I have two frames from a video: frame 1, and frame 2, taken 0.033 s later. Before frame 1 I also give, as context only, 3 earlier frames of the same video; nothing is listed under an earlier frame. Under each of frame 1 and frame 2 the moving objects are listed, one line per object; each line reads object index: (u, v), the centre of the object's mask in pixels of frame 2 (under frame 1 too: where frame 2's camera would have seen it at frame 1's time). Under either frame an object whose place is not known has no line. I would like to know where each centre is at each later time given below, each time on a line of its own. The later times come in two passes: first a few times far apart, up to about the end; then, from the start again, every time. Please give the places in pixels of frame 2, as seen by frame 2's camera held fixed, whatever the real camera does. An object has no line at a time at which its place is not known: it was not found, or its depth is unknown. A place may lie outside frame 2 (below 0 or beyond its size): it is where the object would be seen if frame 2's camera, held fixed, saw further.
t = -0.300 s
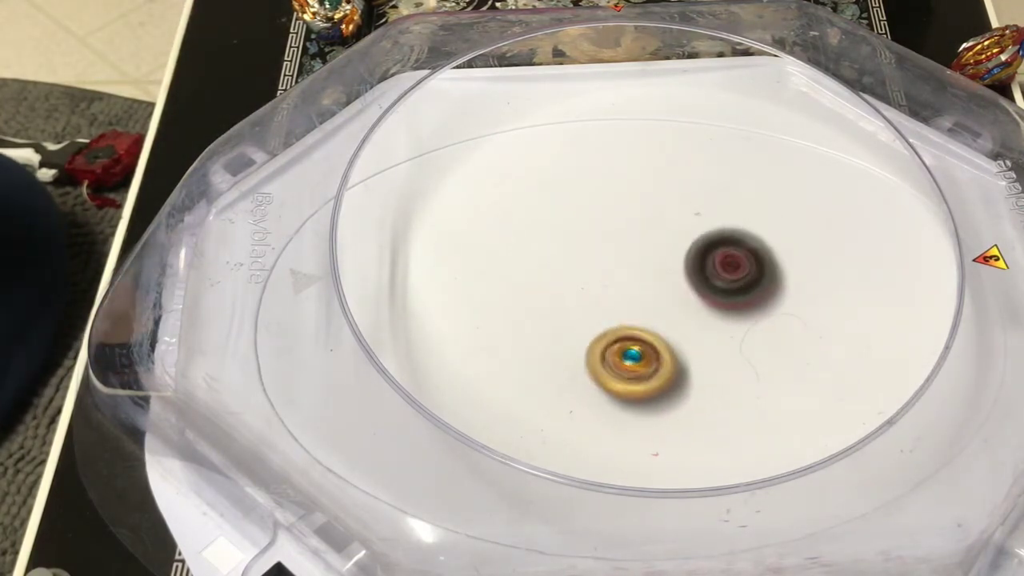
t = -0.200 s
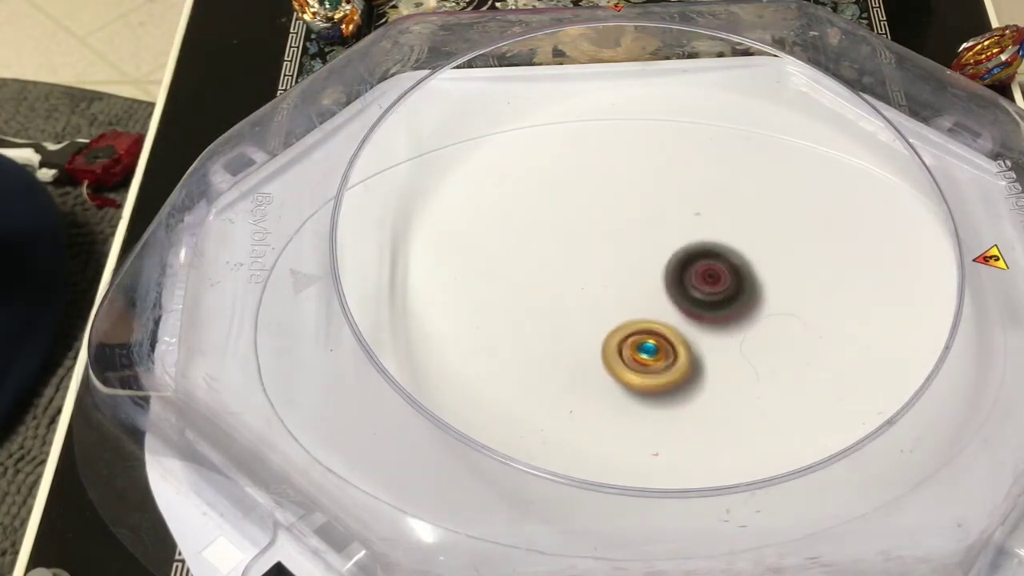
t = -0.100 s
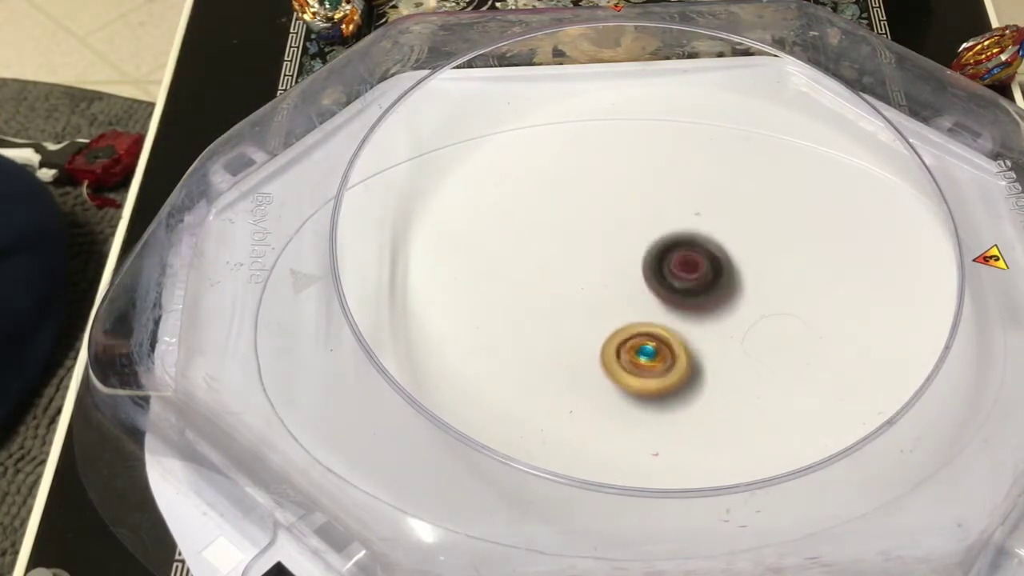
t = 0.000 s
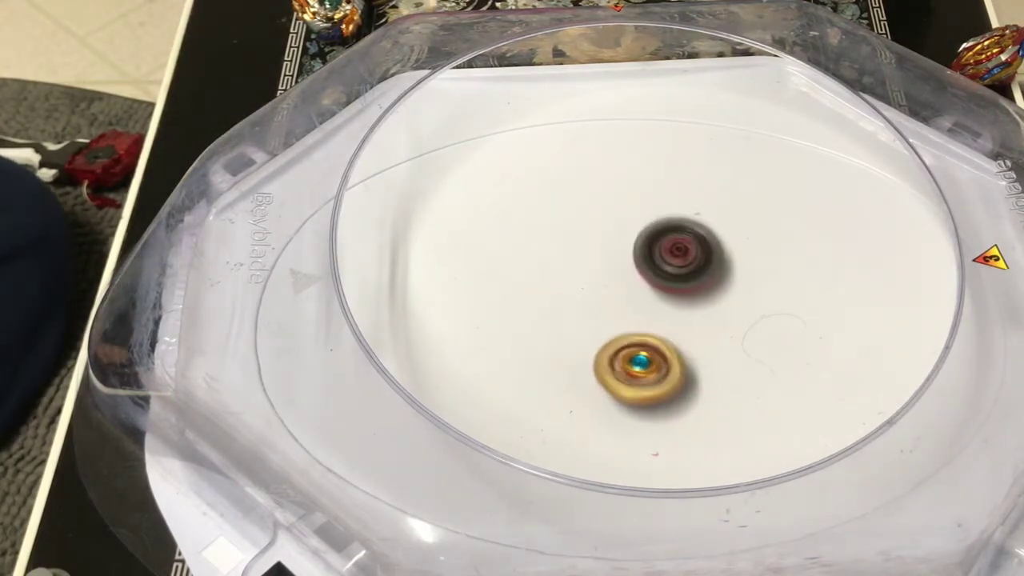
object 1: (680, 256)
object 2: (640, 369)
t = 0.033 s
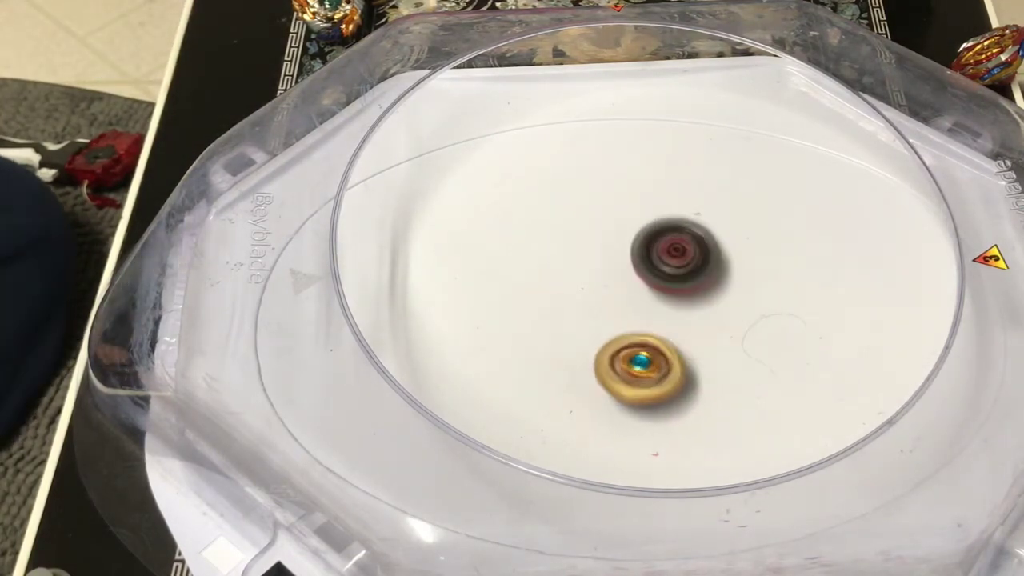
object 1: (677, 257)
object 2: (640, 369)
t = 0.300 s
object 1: (664, 278)
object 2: (636, 350)
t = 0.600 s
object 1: (664, 283)
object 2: (599, 343)
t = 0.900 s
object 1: (657, 297)
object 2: (573, 327)
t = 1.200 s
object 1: (675, 306)
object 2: (539, 311)
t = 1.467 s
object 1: (680, 321)
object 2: (558, 294)
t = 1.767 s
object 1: (684, 339)
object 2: (601, 275)
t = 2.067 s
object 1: (679, 337)
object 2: (611, 268)
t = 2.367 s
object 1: (679, 340)
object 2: (618, 277)
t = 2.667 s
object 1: (683, 358)
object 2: (625, 261)
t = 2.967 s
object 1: (676, 356)
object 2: (592, 251)
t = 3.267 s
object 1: (721, 346)
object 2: (566, 276)
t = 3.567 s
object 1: (734, 332)
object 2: (563, 300)
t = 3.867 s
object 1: (731, 309)
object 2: (609, 330)
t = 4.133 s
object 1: (776, 276)
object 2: (574, 347)
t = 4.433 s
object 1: (753, 271)
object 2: (601, 332)
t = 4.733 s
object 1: (721, 276)
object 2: (598, 301)
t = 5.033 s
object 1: (703, 298)
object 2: (568, 299)
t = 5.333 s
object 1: (682, 322)
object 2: (574, 302)
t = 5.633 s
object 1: (679, 340)
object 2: (588, 310)
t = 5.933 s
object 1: (693, 342)
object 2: (598, 296)
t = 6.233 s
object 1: (721, 336)
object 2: (600, 267)
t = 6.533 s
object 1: (741, 322)
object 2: (559, 242)
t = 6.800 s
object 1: (718, 300)
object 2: (561, 263)
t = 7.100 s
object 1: (704, 280)
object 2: (592, 324)
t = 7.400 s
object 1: (689, 286)
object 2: (582, 363)
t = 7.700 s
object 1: (652, 302)
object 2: (589, 354)
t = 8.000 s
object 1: (655, 292)
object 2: (566, 345)
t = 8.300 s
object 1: (668, 290)
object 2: (584, 316)
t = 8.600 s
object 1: (712, 284)
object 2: (564, 298)
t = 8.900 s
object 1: (728, 288)
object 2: (610, 290)
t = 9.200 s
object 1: (749, 298)
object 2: (608, 294)
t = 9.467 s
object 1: (741, 308)
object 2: (606, 308)
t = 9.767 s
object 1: (722, 313)
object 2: (609, 328)
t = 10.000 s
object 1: (726, 319)
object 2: (588, 341)
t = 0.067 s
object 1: (675, 259)
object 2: (641, 368)
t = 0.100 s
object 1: (673, 262)
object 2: (642, 366)
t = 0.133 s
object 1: (671, 266)
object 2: (643, 363)
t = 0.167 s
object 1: (669, 271)
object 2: (644, 359)
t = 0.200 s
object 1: (667, 275)
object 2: (644, 355)
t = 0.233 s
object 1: (665, 280)
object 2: (644, 351)
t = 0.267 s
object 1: (665, 280)
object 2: (641, 349)
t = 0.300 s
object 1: (664, 278)
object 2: (636, 350)
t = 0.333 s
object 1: (663, 274)
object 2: (630, 352)
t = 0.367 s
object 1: (664, 274)
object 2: (626, 352)
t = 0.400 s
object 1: (663, 274)
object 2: (622, 351)
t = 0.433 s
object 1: (663, 275)
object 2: (619, 350)
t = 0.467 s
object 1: (662, 277)
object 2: (616, 348)
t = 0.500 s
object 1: (661, 281)
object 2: (612, 345)
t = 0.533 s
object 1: (660, 284)
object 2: (610, 343)
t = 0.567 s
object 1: (662, 284)
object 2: (605, 343)
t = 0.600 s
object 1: (664, 283)
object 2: (599, 343)
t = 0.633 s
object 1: (665, 283)
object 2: (594, 343)
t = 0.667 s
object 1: (665, 284)
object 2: (590, 342)
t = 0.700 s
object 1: (665, 285)
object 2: (585, 341)
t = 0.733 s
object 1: (665, 287)
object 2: (582, 339)
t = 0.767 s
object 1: (664, 289)
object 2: (580, 337)
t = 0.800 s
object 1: (662, 291)
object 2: (577, 335)
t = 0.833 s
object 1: (661, 293)
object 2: (576, 332)
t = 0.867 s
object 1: (659, 295)
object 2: (575, 330)
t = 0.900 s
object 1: (657, 297)
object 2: (573, 327)
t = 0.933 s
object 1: (659, 298)
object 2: (570, 325)
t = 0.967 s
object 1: (663, 298)
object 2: (563, 323)
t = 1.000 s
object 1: (666, 298)
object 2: (556, 322)
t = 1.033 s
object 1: (668, 299)
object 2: (551, 320)
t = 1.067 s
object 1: (670, 300)
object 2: (547, 319)
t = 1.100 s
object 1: (671, 302)
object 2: (544, 317)
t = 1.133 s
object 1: (673, 303)
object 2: (541, 315)
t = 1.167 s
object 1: (674, 305)
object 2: (540, 313)
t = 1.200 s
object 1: (675, 306)
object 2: (539, 311)
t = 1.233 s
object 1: (676, 308)
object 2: (539, 309)
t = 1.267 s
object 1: (676, 310)
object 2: (541, 307)
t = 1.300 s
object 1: (677, 312)
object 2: (542, 304)
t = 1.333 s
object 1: (678, 314)
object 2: (544, 302)
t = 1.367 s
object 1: (679, 316)
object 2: (547, 300)
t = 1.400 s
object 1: (680, 318)
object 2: (550, 298)
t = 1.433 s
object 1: (680, 320)
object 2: (554, 296)
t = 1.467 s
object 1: (680, 321)
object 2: (558, 294)
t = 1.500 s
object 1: (681, 323)
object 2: (562, 293)
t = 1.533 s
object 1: (681, 325)
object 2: (567, 291)
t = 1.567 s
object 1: (680, 326)
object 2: (574, 289)
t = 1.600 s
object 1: (680, 328)
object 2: (579, 288)
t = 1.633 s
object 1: (679, 330)
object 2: (585, 286)
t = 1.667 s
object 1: (677, 331)
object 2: (592, 285)
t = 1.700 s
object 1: (676, 332)
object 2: (598, 284)
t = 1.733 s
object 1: (679, 335)
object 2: (601, 280)
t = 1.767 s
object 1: (684, 339)
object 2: (601, 275)
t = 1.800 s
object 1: (687, 341)
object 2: (602, 271)
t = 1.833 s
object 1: (689, 343)
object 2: (603, 268)
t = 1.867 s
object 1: (689, 343)
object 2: (604, 265)
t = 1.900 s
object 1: (689, 343)
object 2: (604, 264)
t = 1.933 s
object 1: (688, 343)
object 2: (605, 263)
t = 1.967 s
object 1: (686, 342)
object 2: (606, 263)
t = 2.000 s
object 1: (684, 341)
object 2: (608, 264)
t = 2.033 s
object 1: (681, 339)
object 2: (609, 265)
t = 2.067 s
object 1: (679, 337)
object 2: (611, 268)
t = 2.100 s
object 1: (676, 336)
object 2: (614, 271)
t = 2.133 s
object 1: (676, 336)
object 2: (615, 272)
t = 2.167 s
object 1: (678, 339)
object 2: (613, 269)
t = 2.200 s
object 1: (679, 341)
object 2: (613, 268)
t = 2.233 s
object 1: (680, 342)
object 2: (613, 268)
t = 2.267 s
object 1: (680, 342)
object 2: (613, 269)
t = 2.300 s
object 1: (680, 342)
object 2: (614, 271)
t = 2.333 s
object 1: (679, 341)
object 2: (616, 274)
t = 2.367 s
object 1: (679, 340)
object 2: (618, 277)
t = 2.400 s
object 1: (681, 342)
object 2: (620, 278)
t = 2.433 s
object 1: (682, 345)
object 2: (621, 276)
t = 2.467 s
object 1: (683, 346)
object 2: (623, 276)
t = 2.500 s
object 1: (683, 346)
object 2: (626, 277)
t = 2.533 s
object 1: (681, 346)
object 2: (627, 278)
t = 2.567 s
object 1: (680, 346)
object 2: (629, 278)
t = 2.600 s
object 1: (678, 345)
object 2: (631, 277)
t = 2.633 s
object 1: (681, 352)
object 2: (629, 269)
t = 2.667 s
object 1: (683, 358)
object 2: (625, 261)
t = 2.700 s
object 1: (685, 361)
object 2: (619, 255)
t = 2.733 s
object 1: (685, 363)
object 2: (615, 251)
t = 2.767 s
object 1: (685, 364)
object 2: (610, 248)
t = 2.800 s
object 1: (685, 365)
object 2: (606, 247)
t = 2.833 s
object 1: (683, 364)
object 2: (602, 246)
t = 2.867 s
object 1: (681, 363)
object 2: (599, 246)
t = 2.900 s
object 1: (680, 361)
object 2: (596, 246)
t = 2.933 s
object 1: (678, 359)
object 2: (594, 248)
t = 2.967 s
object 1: (676, 356)
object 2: (592, 251)
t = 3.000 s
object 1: (674, 352)
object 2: (590, 255)
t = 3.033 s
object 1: (672, 348)
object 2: (589, 260)
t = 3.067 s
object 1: (670, 344)
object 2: (589, 265)
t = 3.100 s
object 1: (669, 340)
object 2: (591, 272)
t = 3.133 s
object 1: (668, 336)
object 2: (594, 279)
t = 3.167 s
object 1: (681, 338)
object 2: (589, 280)
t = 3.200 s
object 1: (697, 342)
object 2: (579, 277)
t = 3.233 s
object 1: (712, 345)
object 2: (572, 276)
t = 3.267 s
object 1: (721, 346)
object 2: (566, 276)
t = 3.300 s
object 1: (729, 346)
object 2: (561, 277)
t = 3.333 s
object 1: (735, 345)
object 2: (558, 278)
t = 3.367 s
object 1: (737, 344)
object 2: (557, 280)
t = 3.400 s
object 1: (740, 343)
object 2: (555, 282)
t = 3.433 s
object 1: (741, 341)
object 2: (555, 284)
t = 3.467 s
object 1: (740, 338)
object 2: (555, 288)
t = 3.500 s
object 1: (739, 337)
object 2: (556, 291)
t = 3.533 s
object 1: (737, 334)
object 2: (559, 295)
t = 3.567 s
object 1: (734, 332)
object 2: (563, 300)
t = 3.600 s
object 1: (732, 330)
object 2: (568, 305)
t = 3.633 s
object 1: (728, 328)
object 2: (573, 309)
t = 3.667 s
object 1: (726, 326)
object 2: (581, 313)
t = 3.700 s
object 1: (722, 323)
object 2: (588, 317)
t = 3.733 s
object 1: (719, 321)
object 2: (597, 321)
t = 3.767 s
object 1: (717, 319)
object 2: (606, 324)
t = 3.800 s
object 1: (714, 317)
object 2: (614, 326)
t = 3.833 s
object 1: (714, 315)
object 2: (621, 328)
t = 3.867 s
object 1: (731, 309)
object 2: (609, 330)
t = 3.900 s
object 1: (746, 303)
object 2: (598, 332)
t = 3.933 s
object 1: (758, 297)
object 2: (589, 334)
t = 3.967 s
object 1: (766, 293)
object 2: (582, 337)
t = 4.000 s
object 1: (770, 288)
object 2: (580, 339)
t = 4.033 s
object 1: (773, 284)
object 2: (577, 342)
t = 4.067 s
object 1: (775, 281)
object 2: (575, 344)
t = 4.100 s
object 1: (776, 279)
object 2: (574, 346)
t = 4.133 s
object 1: (776, 276)
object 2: (574, 347)
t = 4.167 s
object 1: (775, 274)
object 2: (574, 347)
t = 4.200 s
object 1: (774, 272)
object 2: (576, 346)
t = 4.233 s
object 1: (772, 271)
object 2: (577, 345)
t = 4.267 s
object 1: (770, 270)
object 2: (579, 344)
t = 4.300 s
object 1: (768, 270)
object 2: (583, 342)
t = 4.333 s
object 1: (766, 270)
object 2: (587, 341)
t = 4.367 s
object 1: (762, 270)
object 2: (590, 337)
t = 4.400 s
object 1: (758, 270)
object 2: (596, 335)
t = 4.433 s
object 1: (753, 271)
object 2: (601, 332)
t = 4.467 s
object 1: (748, 272)
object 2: (605, 329)
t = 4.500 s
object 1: (742, 273)
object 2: (609, 326)
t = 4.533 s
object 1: (736, 274)
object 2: (612, 322)
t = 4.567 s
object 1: (729, 276)
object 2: (615, 318)
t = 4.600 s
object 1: (721, 278)
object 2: (617, 313)
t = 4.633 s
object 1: (714, 280)
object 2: (620, 308)
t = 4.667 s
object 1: (708, 282)
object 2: (620, 305)
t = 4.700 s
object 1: (715, 278)
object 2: (608, 303)
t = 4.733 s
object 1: (721, 276)
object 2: (598, 301)
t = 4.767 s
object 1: (725, 276)
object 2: (591, 299)
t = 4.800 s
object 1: (725, 277)
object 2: (584, 298)
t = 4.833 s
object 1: (724, 279)
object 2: (579, 297)
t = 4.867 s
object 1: (722, 282)
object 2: (574, 296)
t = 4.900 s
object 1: (720, 285)
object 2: (571, 296)
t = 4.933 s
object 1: (716, 289)
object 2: (569, 297)
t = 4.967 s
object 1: (712, 291)
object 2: (569, 297)
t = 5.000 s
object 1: (708, 295)
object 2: (569, 298)
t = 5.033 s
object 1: (703, 298)
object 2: (568, 299)
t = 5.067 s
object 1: (699, 301)
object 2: (568, 299)
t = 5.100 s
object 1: (694, 305)
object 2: (569, 300)
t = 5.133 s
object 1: (689, 307)
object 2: (571, 300)
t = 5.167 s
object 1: (684, 310)
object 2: (572, 300)
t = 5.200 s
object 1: (680, 313)
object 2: (575, 301)
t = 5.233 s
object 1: (676, 315)
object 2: (578, 302)
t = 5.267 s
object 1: (674, 318)
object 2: (580, 302)
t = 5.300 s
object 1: (678, 320)
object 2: (575, 302)
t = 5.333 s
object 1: (682, 322)
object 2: (574, 302)
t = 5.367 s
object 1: (684, 324)
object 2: (574, 303)
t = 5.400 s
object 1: (685, 327)
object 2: (574, 304)
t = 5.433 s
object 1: (686, 330)
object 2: (575, 305)
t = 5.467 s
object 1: (685, 332)
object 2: (576, 306)
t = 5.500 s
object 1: (685, 334)
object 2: (578, 306)
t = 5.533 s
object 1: (683, 336)
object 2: (580, 307)
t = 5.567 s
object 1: (681, 337)
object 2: (582, 308)
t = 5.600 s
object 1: (680, 339)
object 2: (585, 310)
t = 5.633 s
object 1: (679, 340)
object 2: (588, 310)
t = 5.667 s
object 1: (685, 343)
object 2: (586, 307)
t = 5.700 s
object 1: (689, 344)
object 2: (585, 305)
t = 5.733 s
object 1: (692, 345)
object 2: (585, 304)
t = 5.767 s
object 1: (694, 346)
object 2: (585, 302)
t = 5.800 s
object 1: (694, 345)
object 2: (587, 301)
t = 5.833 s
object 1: (694, 345)
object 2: (589, 300)
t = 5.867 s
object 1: (694, 344)
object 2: (591, 298)
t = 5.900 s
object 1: (693, 343)
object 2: (594, 297)
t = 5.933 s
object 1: (693, 342)
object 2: (598, 296)
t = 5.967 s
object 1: (693, 341)
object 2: (601, 295)
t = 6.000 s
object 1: (692, 338)
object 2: (605, 294)
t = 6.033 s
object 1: (692, 336)
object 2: (609, 293)
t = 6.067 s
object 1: (693, 335)
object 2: (612, 291)
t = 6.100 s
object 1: (694, 333)
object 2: (614, 288)
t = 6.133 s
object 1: (696, 331)
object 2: (616, 286)
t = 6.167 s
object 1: (698, 329)
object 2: (617, 284)
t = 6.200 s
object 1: (710, 333)
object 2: (610, 275)
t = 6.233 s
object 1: (721, 336)
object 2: (600, 267)
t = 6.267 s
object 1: (728, 337)
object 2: (593, 261)
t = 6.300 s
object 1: (734, 336)
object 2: (587, 256)
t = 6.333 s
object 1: (738, 335)
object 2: (581, 253)
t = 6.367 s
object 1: (741, 334)
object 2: (577, 251)
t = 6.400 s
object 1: (742, 332)
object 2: (573, 249)
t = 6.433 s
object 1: (743, 330)
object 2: (568, 247)
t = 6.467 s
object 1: (743, 328)
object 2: (565, 245)
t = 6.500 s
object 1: (742, 325)
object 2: (562, 243)
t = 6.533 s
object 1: (741, 322)
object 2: (559, 242)
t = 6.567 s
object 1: (739, 320)
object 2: (557, 241)
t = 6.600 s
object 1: (737, 317)
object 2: (555, 241)
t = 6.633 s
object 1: (734, 314)
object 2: (554, 242)
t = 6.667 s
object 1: (731, 311)
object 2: (554, 244)
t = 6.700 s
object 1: (728, 308)
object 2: (554, 248)
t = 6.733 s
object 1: (725, 305)
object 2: (555, 252)
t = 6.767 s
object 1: (722, 303)
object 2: (557, 257)
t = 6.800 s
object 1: (718, 300)
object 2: (561, 263)
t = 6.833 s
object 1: (715, 297)
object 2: (565, 269)
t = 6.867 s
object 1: (711, 294)
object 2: (571, 275)
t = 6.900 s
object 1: (708, 292)
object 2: (577, 282)
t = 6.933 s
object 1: (703, 290)
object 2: (583, 289)
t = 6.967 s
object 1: (698, 288)
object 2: (591, 296)
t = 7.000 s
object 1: (693, 287)
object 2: (599, 302)
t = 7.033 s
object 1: (689, 286)
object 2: (605, 309)
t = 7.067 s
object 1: (697, 283)
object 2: (598, 316)
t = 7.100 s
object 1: (704, 280)
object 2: (592, 324)
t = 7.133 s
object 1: (707, 279)
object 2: (588, 331)
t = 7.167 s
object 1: (707, 277)
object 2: (586, 337)
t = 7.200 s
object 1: (707, 277)
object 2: (585, 341)
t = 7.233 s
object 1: (705, 277)
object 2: (585, 346)
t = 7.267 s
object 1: (703, 278)
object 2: (584, 350)
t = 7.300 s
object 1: (700, 279)
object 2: (585, 353)
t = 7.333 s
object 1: (696, 281)
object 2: (584, 357)
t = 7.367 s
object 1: (693, 283)
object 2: (583, 360)
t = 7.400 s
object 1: (689, 286)
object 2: (582, 363)
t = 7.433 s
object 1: (685, 288)
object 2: (581, 365)
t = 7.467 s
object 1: (680, 291)
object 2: (581, 367)
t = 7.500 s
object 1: (676, 293)
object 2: (580, 368)
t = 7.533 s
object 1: (672, 295)
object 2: (580, 367)
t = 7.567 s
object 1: (668, 296)
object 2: (581, 367)
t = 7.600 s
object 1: (664, 298)
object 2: (583, 364)
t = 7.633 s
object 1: (659, 299)
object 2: (585, 362)
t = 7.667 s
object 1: (656, 300)
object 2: (587, 358)
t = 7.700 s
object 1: (652, 302)
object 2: (589, 354)
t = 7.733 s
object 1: (651, 300)
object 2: (587, 352)
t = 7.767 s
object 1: (651, 299)
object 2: (585, 351)
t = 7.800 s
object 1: (650, 299)
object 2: (584, 350)
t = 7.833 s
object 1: (648, 300)
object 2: (583, 349)
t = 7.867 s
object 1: (649, 299)
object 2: (580, 349)
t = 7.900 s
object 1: (651, 297)
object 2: (574, 349)
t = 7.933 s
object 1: (653, 295)
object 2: (570, 349)
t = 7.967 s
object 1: (655, 294)
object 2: (568, 347)
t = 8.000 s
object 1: (655, 292)
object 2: (566, 345)
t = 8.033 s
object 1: (658, 292)
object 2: (566, 343)
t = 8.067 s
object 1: (659, 292)
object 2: (566, 341)
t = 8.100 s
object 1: (660, 292)
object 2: (567, 338)
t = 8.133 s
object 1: (660, 291)
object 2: (570, 335)
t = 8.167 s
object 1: (662, 290)
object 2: (572, 331)
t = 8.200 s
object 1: (664, 291)
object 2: (574, 327)
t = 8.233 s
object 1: (666, 290)
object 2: (577, 323)
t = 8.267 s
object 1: (667, 290)
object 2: (580, 320)
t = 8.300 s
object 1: (668, 290)
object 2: (584, 316)
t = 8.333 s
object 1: (674, 289)
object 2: (582, 313)
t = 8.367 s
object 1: (684, 287)
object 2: (575, 311)
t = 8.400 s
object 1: (689, 285)
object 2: (570, 309)
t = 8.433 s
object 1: (694, 286)
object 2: (566, 306)
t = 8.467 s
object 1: (697, 285)
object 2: (565, 305)
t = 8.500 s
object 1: (701, 285)
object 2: (563, 303)
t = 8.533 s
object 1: (706, 285)
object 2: (563, 301)
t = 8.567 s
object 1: (708, 284)
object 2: (563, 300)
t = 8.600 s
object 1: (712, 284)
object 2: (564, 298)
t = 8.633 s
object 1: (716, 284)
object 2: (567, 298)
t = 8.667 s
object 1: (718, 283)
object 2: (570, 297)
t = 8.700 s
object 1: (721, 284)
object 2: (575, 295)
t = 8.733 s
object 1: (724, 284)
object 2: (580, 294)
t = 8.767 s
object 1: (725, 284)
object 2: (585, 293)
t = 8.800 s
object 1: (726, 285)
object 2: (590, 293)
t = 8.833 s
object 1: (727, 285)
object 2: (596, 293)
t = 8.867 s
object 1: (728, 287)
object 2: (603, 292)
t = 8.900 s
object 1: (728, 288)
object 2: (610, 290)
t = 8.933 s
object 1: (726, 289)
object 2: (614, 290)
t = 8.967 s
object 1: (725, 292)
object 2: (622, 290)
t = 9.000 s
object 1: (723, 293)
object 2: (629, 289)
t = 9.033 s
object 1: (730, 293)
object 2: (626, 289)
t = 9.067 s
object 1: (738, 294)
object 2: (620, 289)
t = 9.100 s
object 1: (742, 295)
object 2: (615, 290)
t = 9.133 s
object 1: (746, 296)
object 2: (612, 291)
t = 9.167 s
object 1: (748, 297)
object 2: (610, 293)
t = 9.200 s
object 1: (749, 298)
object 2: (608, 294)
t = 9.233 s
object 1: (751, 301)
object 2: (607, 295)
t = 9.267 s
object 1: (753, 302)
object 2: (606, 297)
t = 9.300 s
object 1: (753, 304)
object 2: (605, 299)
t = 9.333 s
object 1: (753, 305)
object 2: (605, 301)
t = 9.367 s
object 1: (752, 306)
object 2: (605, 303)
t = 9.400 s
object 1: (750, 307)
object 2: (606, 304)
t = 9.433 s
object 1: (747, 307)
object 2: (606, 306)
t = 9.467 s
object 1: (741, 308)
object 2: (606, 308)
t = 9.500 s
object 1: (737, 309)
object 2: (608, 310)
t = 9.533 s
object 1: (734, 309)
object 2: (610, 312)
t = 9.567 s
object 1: (730, 310)
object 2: (611, 313)
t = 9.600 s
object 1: (727, 311)
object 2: (612, 315)
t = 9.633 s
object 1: (723, 312)
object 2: (614, 318)
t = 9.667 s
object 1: (718, 313)
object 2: (616, 320)
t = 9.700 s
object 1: (715, 314)
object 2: (619, 322)
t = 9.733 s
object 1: (713, 315)
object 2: (619, 323)
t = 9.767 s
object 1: (722, 313)
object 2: (609, 328)
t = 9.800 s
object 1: (726, 313)
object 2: (601, 330)
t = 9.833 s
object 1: (728, 314)
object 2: (597, 332)
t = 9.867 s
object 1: (729, 315)
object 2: (592, 334)
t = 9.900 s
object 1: (729, 316)
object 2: (589, 337)
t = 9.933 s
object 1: (729, 317)
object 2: (588, 339)
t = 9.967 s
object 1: (727, 318)
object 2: (588, 340)
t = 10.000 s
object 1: (726, 319)
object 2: (588, 341)
